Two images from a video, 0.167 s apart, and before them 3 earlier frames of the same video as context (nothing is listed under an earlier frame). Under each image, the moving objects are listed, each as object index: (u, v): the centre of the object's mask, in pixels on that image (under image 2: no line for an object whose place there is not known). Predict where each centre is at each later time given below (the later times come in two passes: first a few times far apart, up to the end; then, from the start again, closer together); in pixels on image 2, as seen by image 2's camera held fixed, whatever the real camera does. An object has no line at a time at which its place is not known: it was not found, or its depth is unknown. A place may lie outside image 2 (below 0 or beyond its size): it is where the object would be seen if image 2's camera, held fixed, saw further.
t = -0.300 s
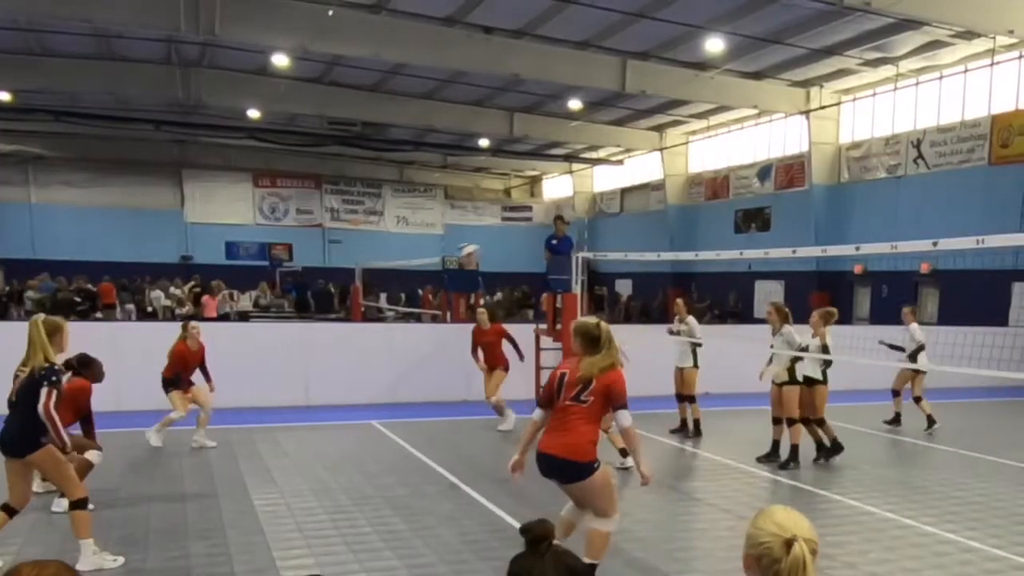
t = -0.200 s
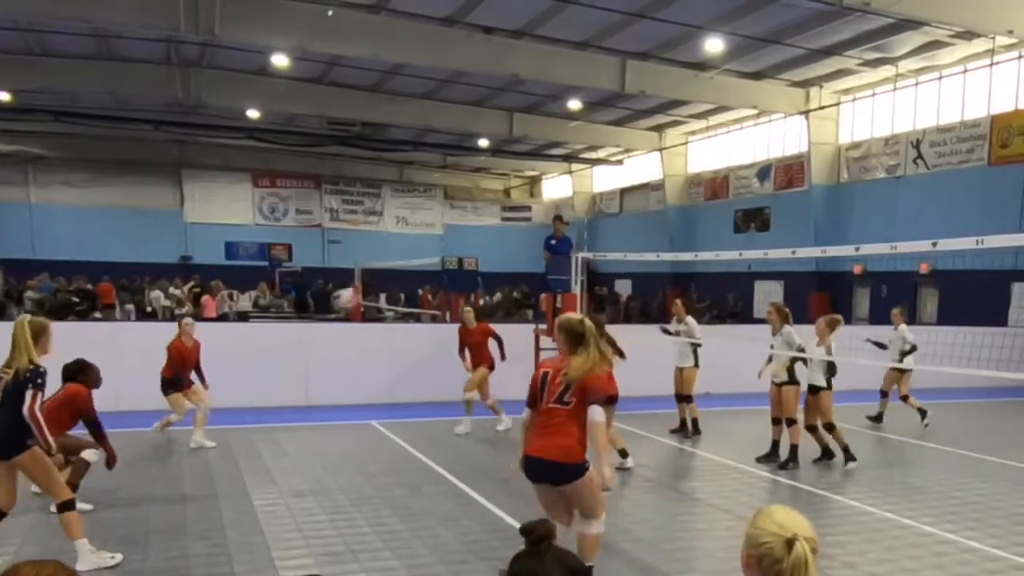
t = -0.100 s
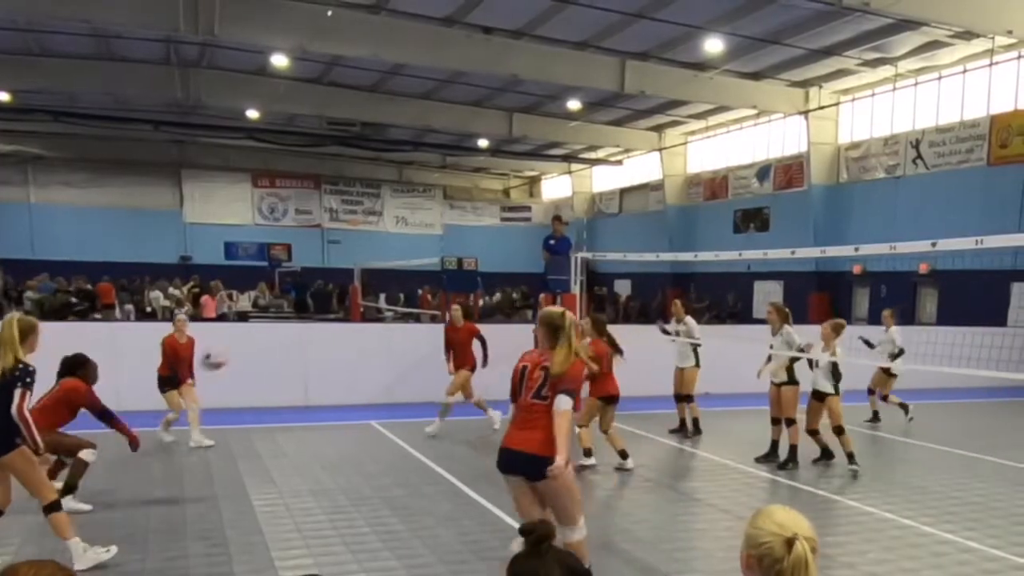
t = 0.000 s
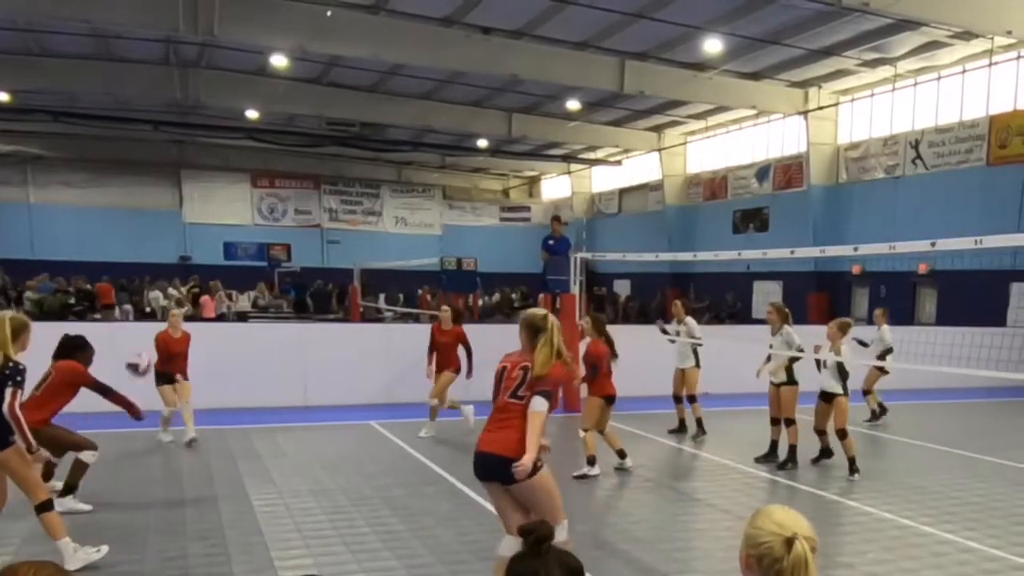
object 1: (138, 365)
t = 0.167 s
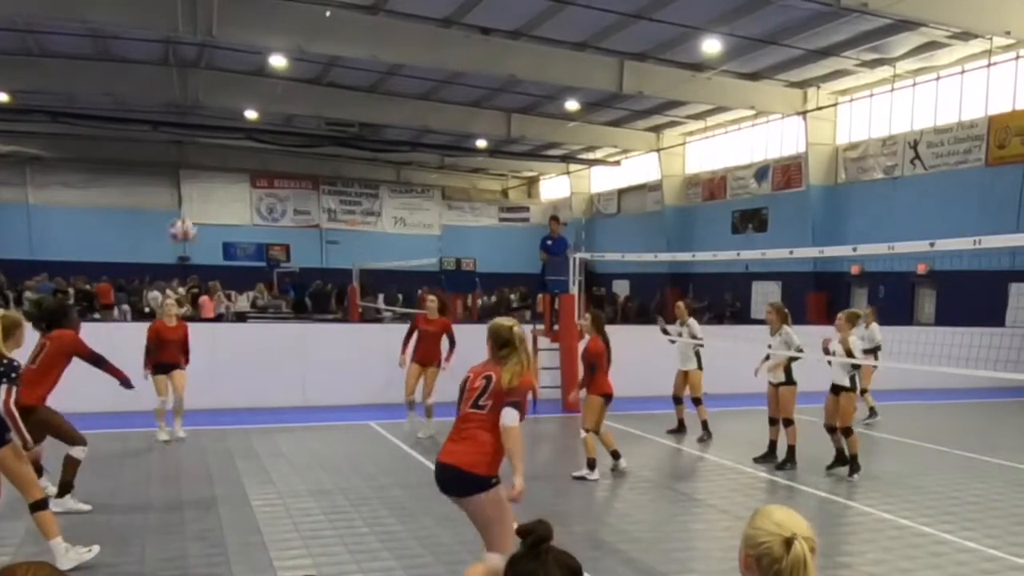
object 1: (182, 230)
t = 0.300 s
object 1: (218, 146)
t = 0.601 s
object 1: (295, 45)
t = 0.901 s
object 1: (370, 55)
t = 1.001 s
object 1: (395, 81)
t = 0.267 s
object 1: (209, 165)
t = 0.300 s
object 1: (218, 146)
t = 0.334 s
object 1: (226, 129)
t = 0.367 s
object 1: (234, 114)
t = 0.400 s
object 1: (244, 100)
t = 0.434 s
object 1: (253, 87)
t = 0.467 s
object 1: (261, 75)
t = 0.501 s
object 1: (272, 65)
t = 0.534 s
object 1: (278, 58)
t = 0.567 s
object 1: (288, 49)
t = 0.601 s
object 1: (295, 45)
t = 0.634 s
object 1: (304, 40)
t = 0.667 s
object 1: (312, 39)
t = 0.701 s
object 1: (321, 37)
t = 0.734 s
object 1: (329, 37)
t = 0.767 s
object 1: (337, 38)
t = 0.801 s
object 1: (346, 39)
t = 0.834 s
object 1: (355, 43)
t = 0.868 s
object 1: (362, 49)
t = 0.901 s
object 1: (370, 55)
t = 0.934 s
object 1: (378, 61)
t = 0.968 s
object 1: (387, 71)
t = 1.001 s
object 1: (395, 81)
